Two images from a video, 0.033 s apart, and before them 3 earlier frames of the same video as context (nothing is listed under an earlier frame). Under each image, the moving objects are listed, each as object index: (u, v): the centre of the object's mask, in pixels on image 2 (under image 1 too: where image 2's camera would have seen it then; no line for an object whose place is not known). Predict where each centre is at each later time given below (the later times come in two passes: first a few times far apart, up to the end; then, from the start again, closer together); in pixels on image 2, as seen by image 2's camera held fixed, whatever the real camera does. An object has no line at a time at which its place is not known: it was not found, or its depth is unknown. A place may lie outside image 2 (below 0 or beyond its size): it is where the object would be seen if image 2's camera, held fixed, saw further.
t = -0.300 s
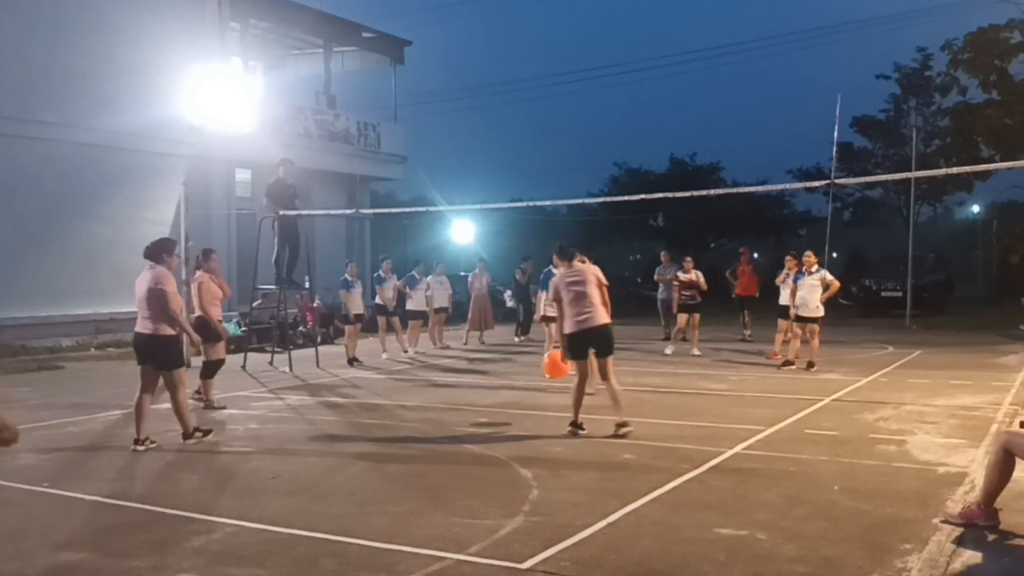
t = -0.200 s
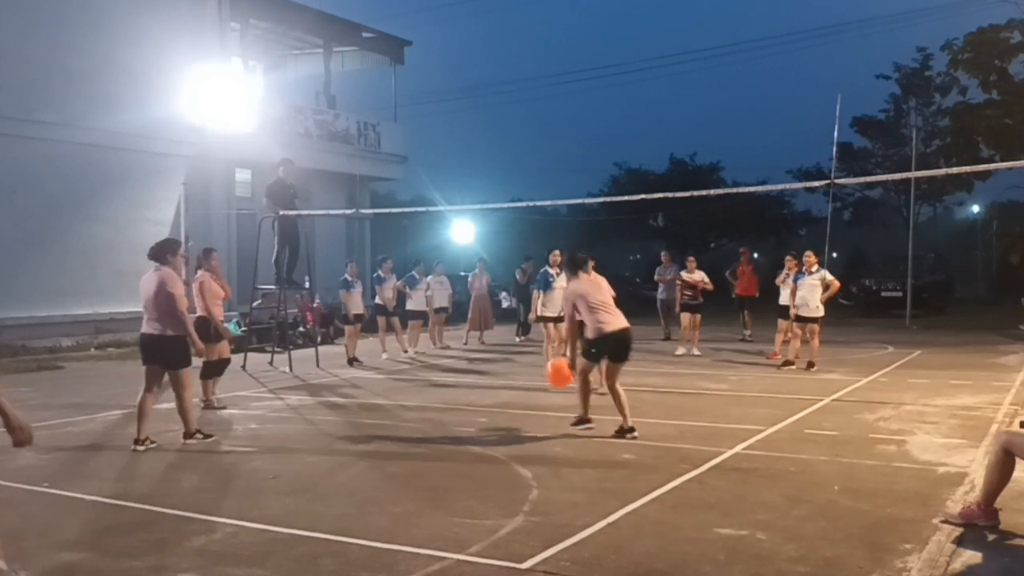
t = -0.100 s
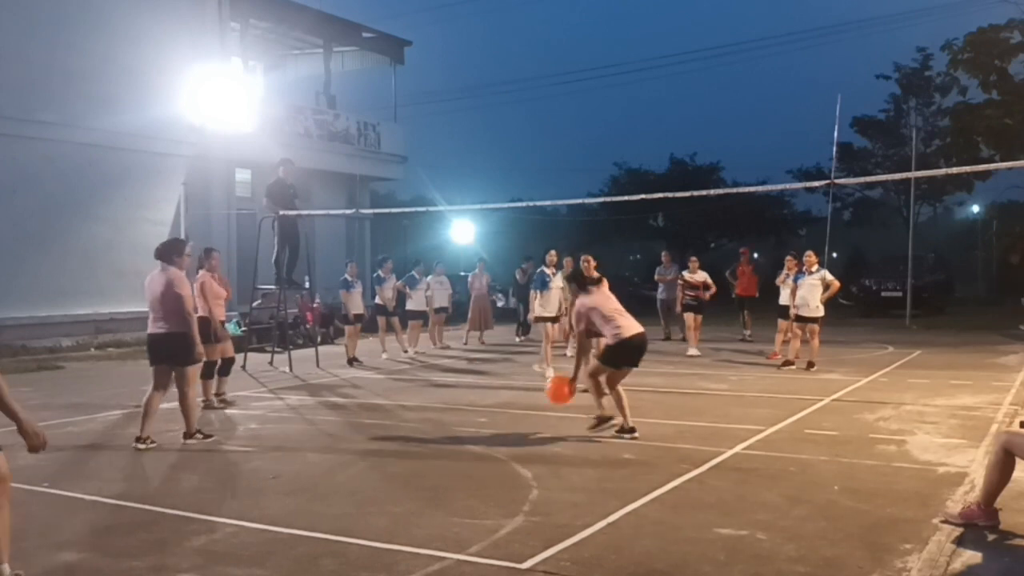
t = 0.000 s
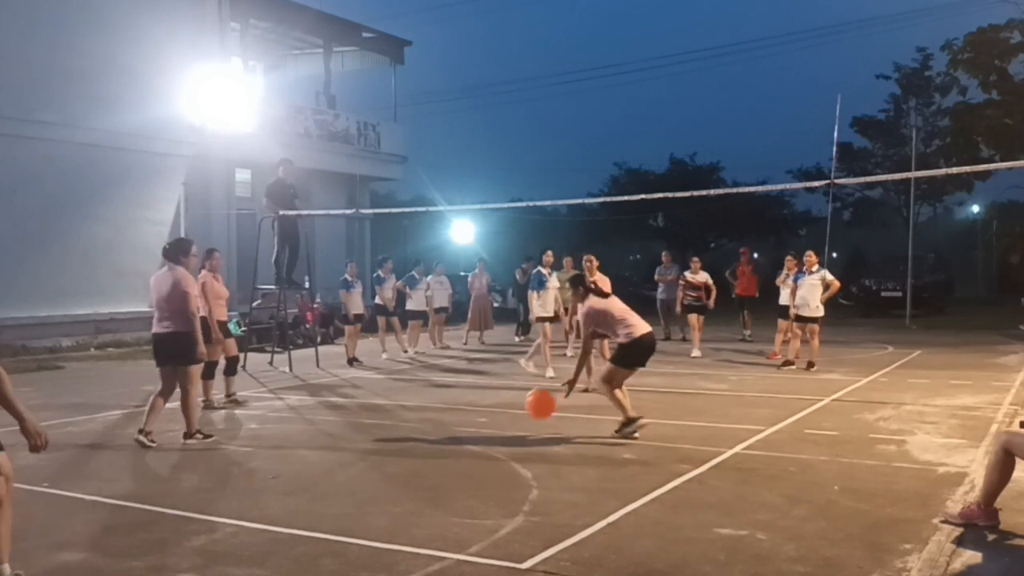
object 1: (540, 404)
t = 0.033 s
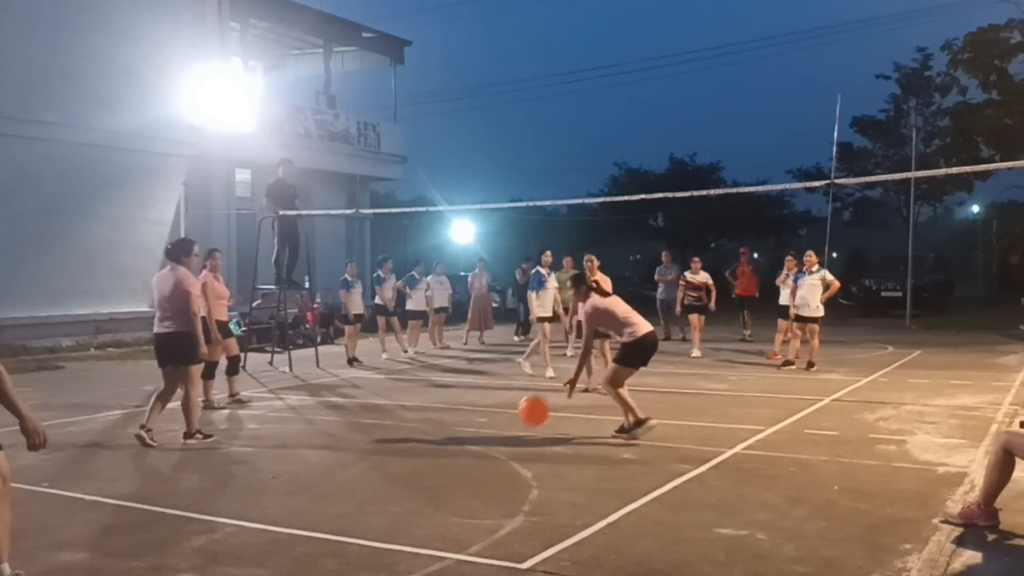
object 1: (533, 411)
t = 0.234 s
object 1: (494, 408)
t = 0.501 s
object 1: (440, 434)
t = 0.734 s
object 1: (390, 423)
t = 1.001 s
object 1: (328, 446)
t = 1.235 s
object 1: (272, 452)
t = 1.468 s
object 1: (211, 457)
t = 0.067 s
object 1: (526, 419)
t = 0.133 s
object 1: (514, 423)
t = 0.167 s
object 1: (507, 416)
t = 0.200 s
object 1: (501, 411)
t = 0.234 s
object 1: (494, 408)
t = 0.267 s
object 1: (487, 406)
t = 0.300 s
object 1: (481, 405)
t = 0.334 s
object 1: (474, 406)
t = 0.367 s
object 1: (467, 408)
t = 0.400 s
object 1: (461, 412)
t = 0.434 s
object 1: (454, 418)
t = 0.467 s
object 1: (447, 425)
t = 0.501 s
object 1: (440, 434)
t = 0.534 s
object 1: (433, 442)
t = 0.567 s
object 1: (427, 438)
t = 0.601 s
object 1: (420, 432)
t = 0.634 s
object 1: (412, 427)
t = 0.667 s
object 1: (405, 425)
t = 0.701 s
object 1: (397, 423)
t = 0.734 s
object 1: (390, 423)
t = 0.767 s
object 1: (382, 425)
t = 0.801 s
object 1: (374, 428)
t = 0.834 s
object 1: (366, 433)
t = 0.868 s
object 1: (359, 440)
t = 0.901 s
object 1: (351, 448)
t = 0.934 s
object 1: (343, 457)
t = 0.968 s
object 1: (336, 452)
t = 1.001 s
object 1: (328, 446)
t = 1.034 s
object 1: (321, 442)
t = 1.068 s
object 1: (313, 440)
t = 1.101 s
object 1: (305, 439)
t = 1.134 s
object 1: (297, 440)
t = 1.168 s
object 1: (288, 442)
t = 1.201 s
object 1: (280, 445)
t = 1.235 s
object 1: (272, 452)
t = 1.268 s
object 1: (263, 460)
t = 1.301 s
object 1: (255, 469)
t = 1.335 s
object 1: (246, 471)
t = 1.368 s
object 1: (236, 464)
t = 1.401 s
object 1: (228, 461)
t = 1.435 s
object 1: (220, 459)
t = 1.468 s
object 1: (211, 457)
